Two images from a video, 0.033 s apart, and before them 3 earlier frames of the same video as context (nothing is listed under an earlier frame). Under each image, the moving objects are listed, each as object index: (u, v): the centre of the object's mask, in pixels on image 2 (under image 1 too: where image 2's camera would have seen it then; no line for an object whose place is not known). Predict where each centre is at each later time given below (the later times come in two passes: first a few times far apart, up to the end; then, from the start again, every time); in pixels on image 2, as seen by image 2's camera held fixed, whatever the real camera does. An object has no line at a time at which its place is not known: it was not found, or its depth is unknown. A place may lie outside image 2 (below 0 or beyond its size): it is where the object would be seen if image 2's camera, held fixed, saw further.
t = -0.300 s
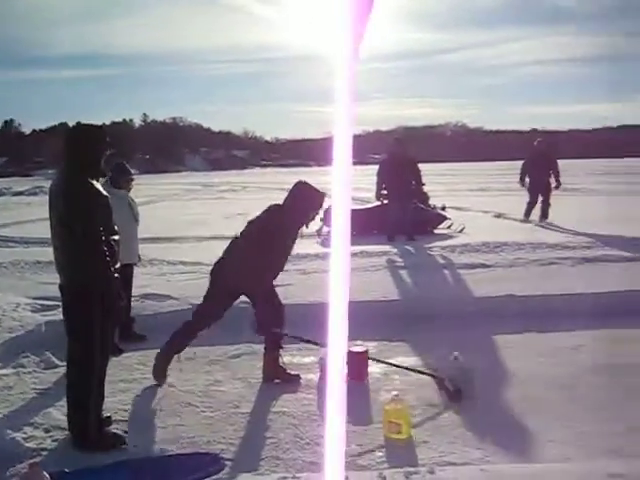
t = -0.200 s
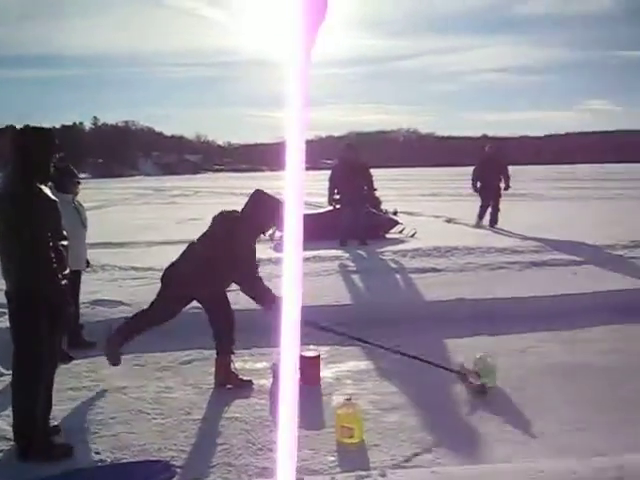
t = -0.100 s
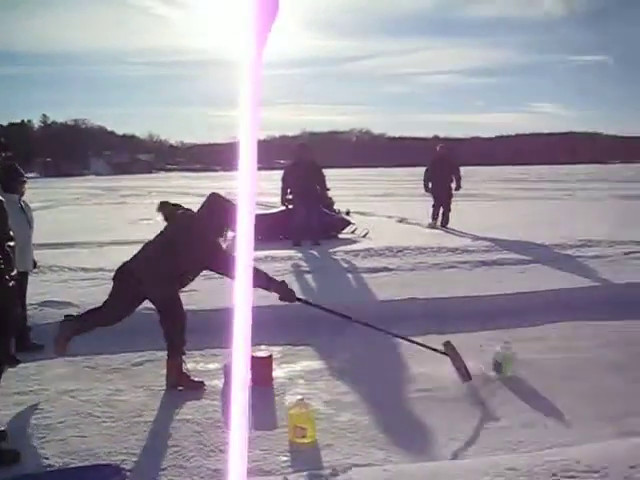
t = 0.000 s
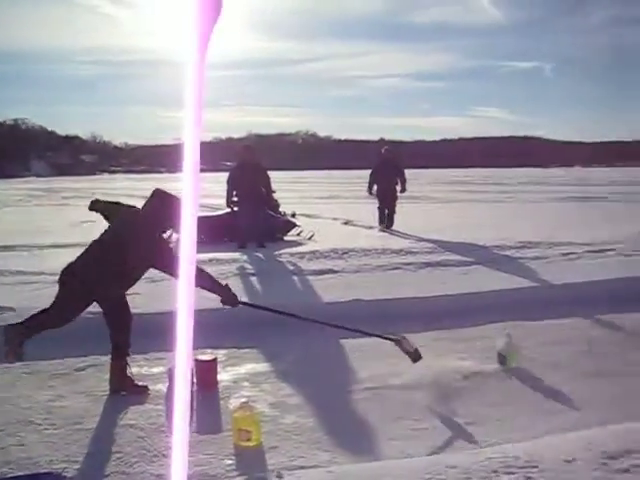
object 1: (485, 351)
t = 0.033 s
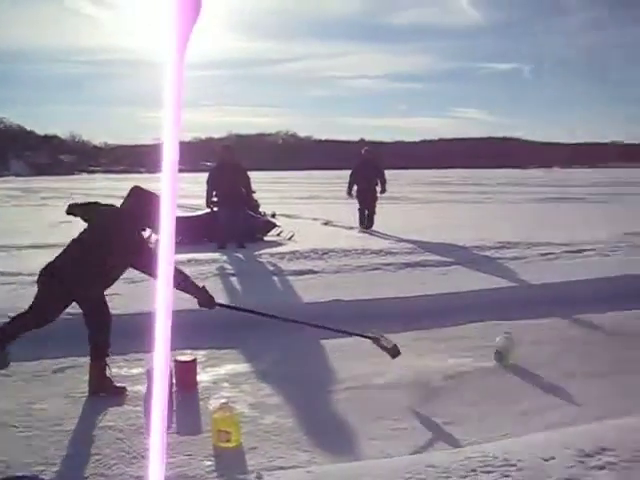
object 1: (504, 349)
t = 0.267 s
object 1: (613, 338)
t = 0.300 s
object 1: (629, 334)
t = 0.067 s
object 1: (522, 348)
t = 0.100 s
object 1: (540, 344)
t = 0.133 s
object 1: (557, 342)
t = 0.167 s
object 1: (569, 340)
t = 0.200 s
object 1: (589, 343)
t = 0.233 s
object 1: (602, 342)
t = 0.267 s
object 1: (613, 338)
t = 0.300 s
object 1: (629, 334)
